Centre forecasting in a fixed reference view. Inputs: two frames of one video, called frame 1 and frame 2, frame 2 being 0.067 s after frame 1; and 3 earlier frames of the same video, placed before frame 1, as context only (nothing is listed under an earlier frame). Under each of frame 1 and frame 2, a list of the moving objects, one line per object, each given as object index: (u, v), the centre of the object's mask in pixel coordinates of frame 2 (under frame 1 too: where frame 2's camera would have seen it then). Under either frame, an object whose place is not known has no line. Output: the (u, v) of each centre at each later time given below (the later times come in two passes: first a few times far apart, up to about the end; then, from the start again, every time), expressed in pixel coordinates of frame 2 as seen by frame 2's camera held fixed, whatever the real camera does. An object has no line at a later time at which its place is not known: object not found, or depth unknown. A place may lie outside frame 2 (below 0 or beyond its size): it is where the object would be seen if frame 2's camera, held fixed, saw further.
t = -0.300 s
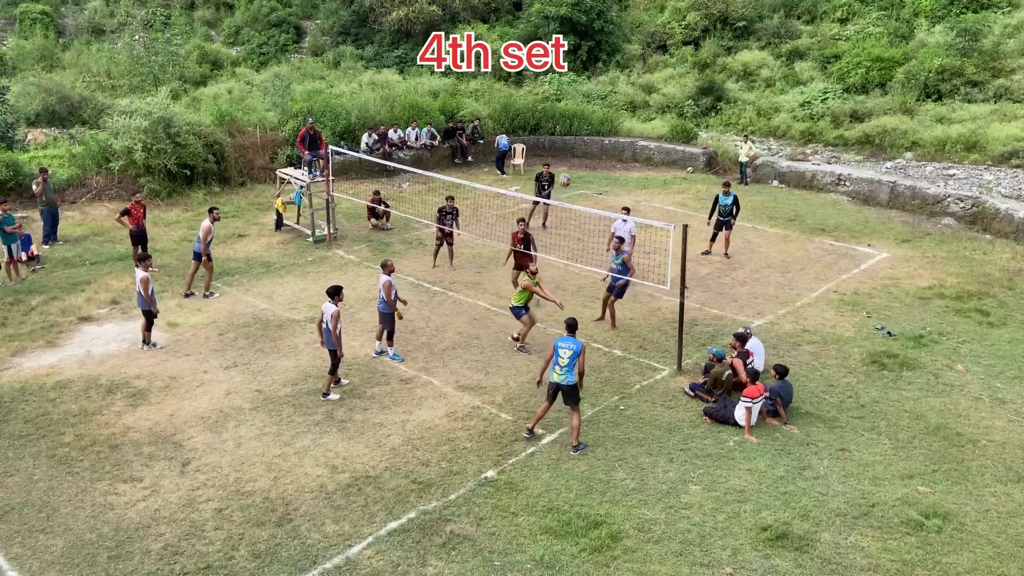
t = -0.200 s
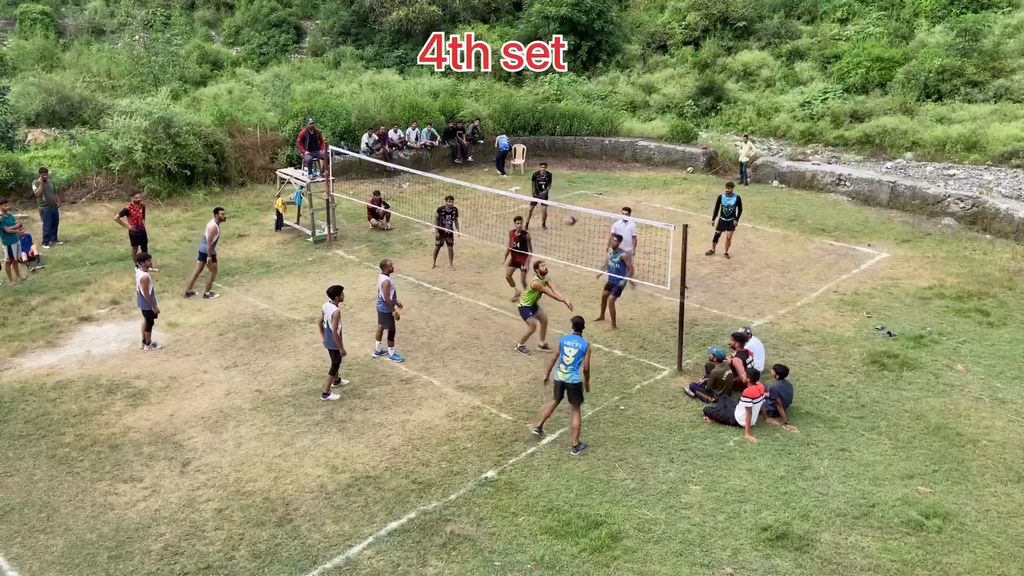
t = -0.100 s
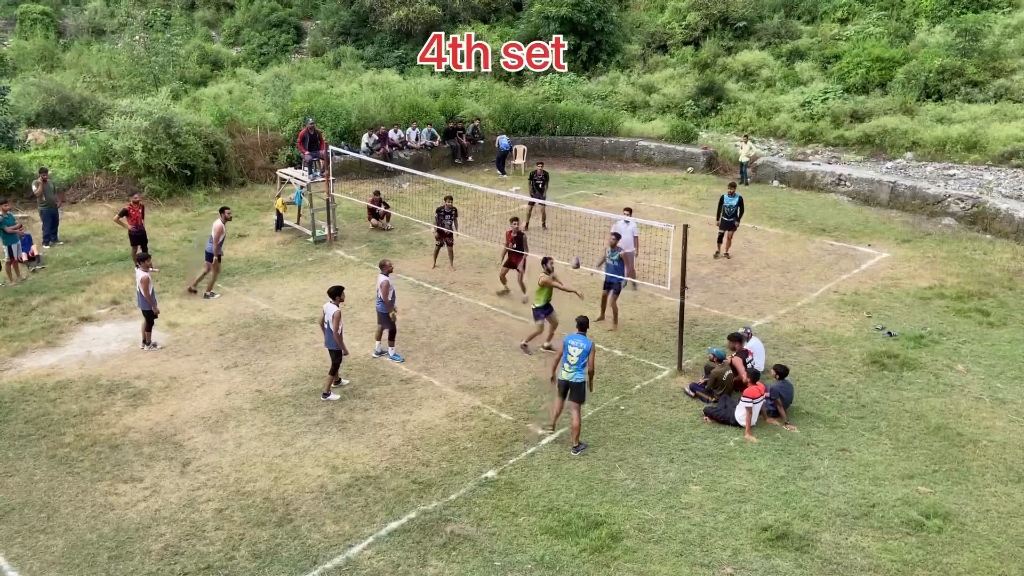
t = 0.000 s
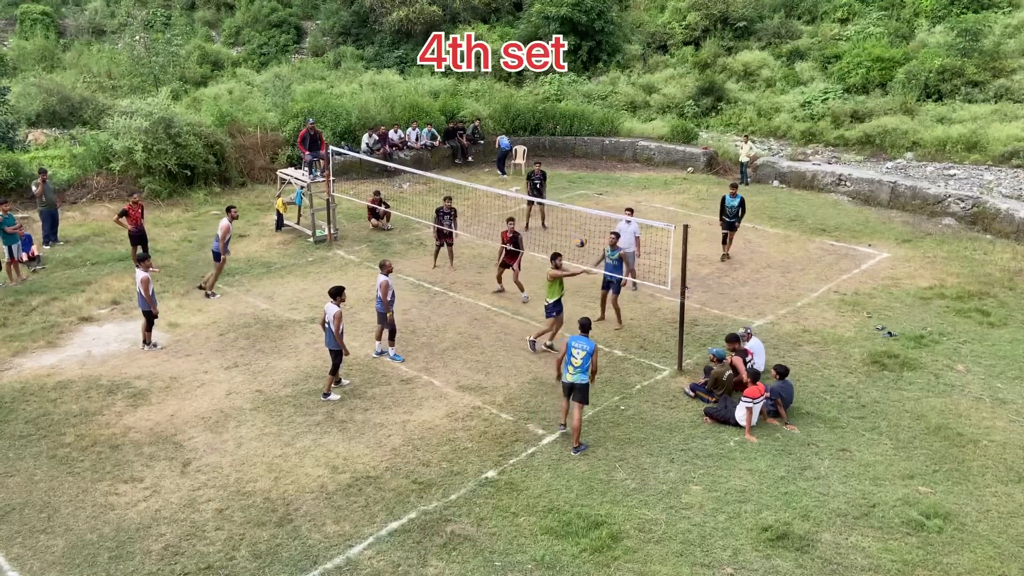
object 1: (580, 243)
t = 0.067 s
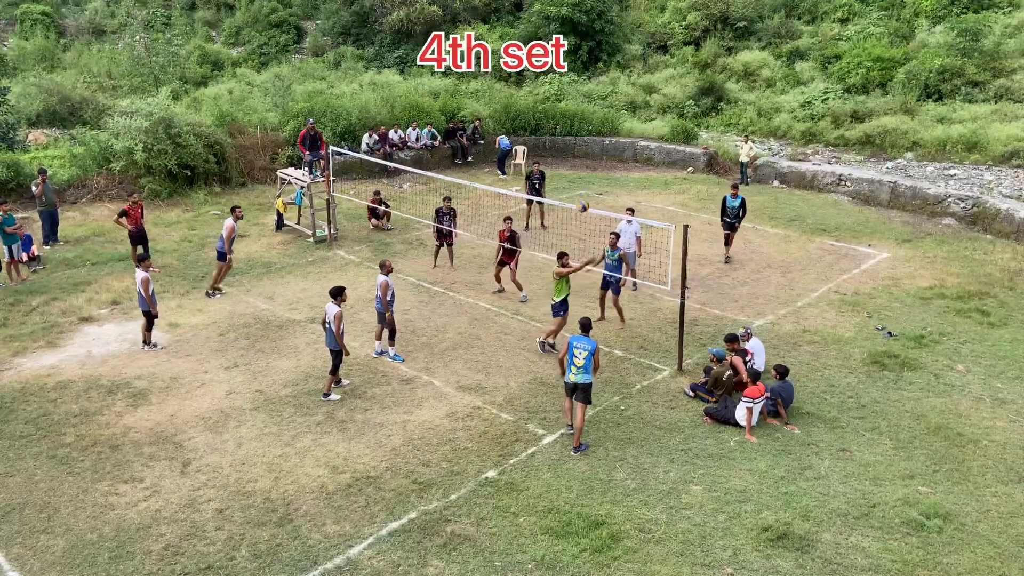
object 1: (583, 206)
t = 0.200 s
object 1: (586, 139)
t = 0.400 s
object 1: (590, 59)
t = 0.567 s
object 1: (593, 11)
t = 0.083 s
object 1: (584, 198)
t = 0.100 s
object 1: (584, 189)
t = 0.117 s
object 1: (585, 180)
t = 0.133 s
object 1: (584, 171)
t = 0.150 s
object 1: (585, 163)
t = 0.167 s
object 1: (585, 155)
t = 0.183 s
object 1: (585, 147)
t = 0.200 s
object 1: (586, 139)
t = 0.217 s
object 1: (586, 132)
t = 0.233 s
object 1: (586, 124)
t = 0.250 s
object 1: (587, 116)
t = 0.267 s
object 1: (588, 110)
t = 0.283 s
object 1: (588, 103)
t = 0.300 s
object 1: (589, 96)
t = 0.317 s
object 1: (590, 89)
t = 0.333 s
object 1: (590, 82)
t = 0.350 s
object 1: (590, 76)
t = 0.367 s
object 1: (590, 70)
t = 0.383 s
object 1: (590, 63)
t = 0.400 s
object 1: (590, 59)
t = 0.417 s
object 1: (591, 54)
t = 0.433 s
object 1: (591, 48)
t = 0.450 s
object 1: (592, 43)
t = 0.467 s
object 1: (592, 38)
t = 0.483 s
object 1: (592, 33)
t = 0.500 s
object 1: (593, 28)
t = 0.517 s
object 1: (593, 24)
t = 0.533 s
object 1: (593, 19)
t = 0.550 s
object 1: (593, 15)
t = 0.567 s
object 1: (593, 11)
